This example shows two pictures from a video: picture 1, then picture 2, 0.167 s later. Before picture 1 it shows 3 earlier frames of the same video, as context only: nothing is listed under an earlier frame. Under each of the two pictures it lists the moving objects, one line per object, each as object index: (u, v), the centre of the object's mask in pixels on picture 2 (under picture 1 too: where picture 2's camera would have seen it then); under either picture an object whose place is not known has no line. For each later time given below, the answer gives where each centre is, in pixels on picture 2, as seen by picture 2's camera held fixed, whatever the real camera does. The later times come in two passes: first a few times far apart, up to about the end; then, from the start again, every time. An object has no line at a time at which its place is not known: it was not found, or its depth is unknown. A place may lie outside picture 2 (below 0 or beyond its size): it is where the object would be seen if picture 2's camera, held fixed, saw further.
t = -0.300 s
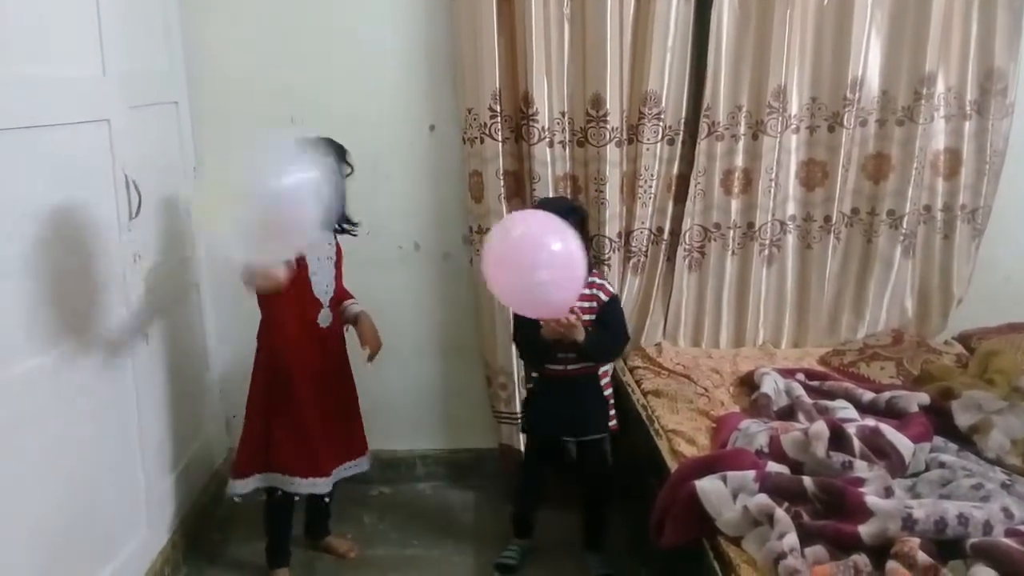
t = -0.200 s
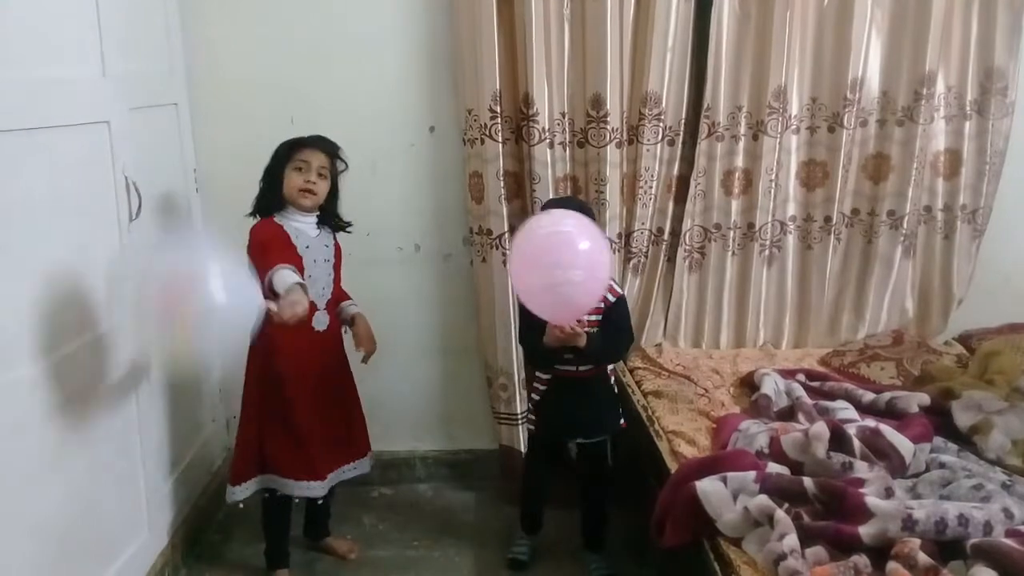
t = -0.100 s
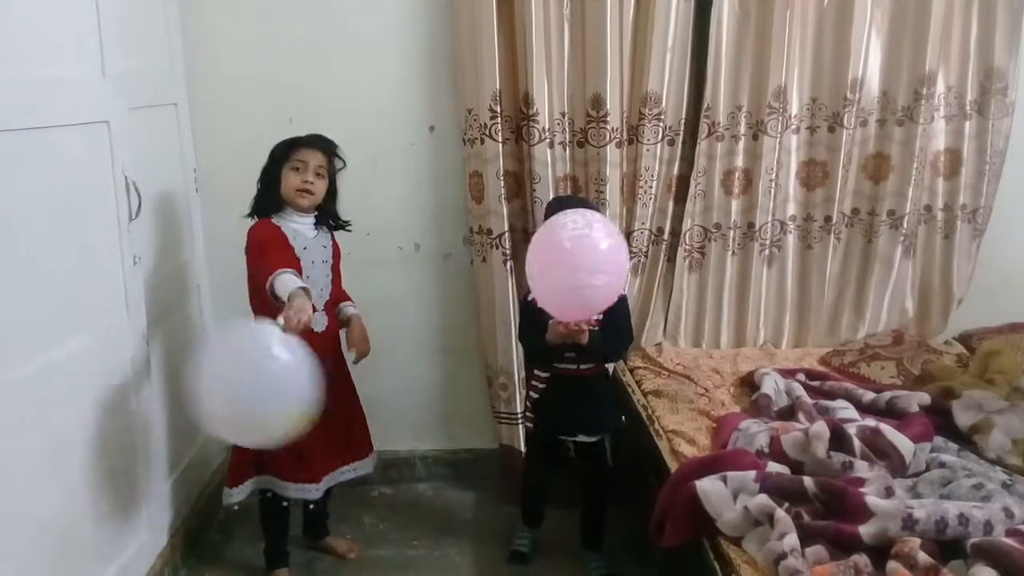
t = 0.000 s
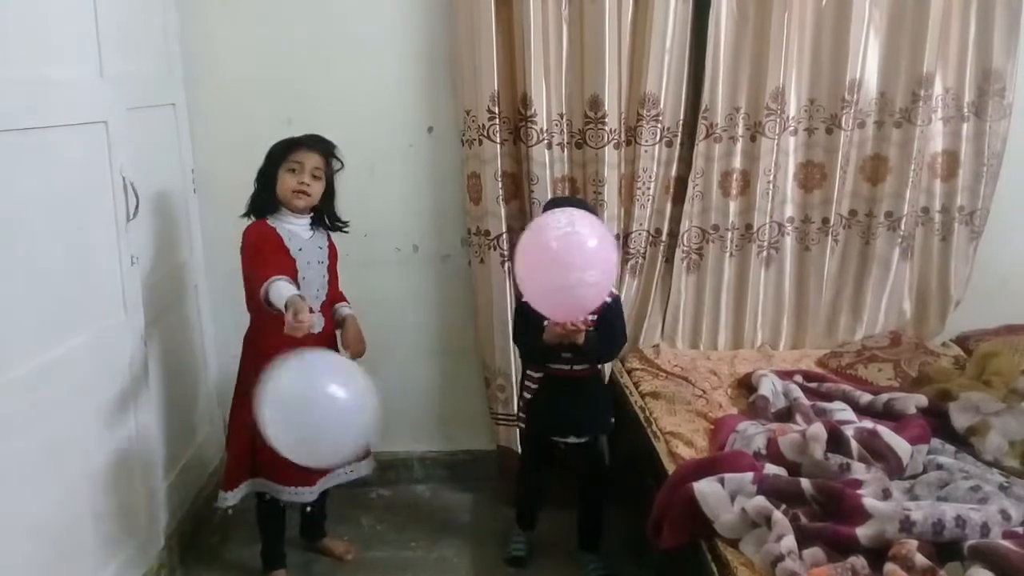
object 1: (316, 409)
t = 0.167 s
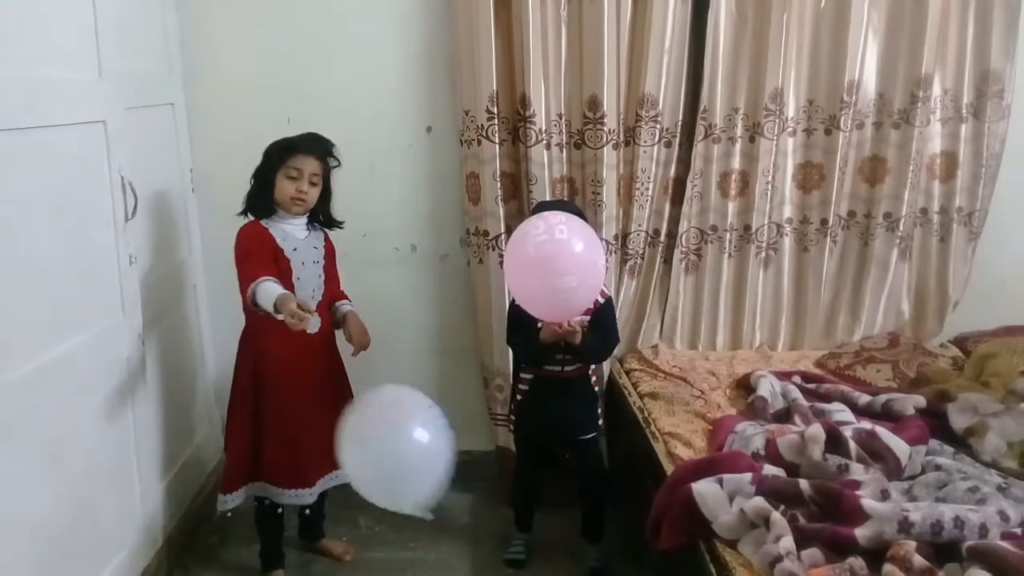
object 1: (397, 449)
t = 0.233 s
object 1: (425, 464)
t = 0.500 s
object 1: (522, 516)
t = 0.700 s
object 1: (583, 537)
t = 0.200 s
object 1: (412, 457)
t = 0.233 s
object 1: (425, 464)
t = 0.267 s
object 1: (439, 471)
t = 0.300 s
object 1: (451, 478)
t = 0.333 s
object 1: (463, 485)
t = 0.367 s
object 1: (475, 491)
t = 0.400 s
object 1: (488, 498)
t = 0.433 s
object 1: (499, 505)
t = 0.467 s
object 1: (511, 511)
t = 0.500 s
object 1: (522, 516)
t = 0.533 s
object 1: (533, 519)
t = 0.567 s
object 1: (544, 523)
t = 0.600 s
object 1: (554, 526)
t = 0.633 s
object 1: (564, 529)
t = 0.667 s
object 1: (573, 533)
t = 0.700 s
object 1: (583, 537)
